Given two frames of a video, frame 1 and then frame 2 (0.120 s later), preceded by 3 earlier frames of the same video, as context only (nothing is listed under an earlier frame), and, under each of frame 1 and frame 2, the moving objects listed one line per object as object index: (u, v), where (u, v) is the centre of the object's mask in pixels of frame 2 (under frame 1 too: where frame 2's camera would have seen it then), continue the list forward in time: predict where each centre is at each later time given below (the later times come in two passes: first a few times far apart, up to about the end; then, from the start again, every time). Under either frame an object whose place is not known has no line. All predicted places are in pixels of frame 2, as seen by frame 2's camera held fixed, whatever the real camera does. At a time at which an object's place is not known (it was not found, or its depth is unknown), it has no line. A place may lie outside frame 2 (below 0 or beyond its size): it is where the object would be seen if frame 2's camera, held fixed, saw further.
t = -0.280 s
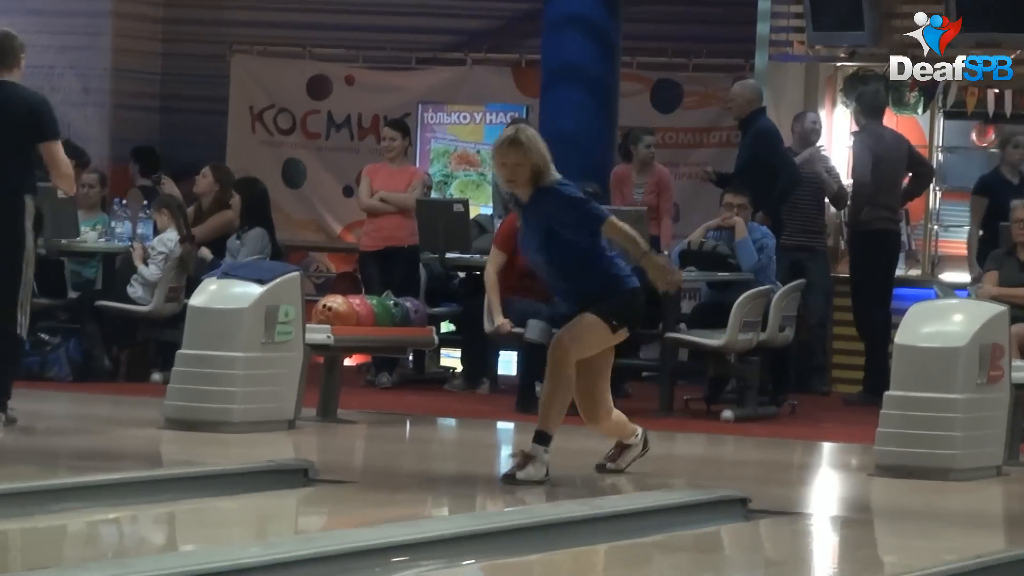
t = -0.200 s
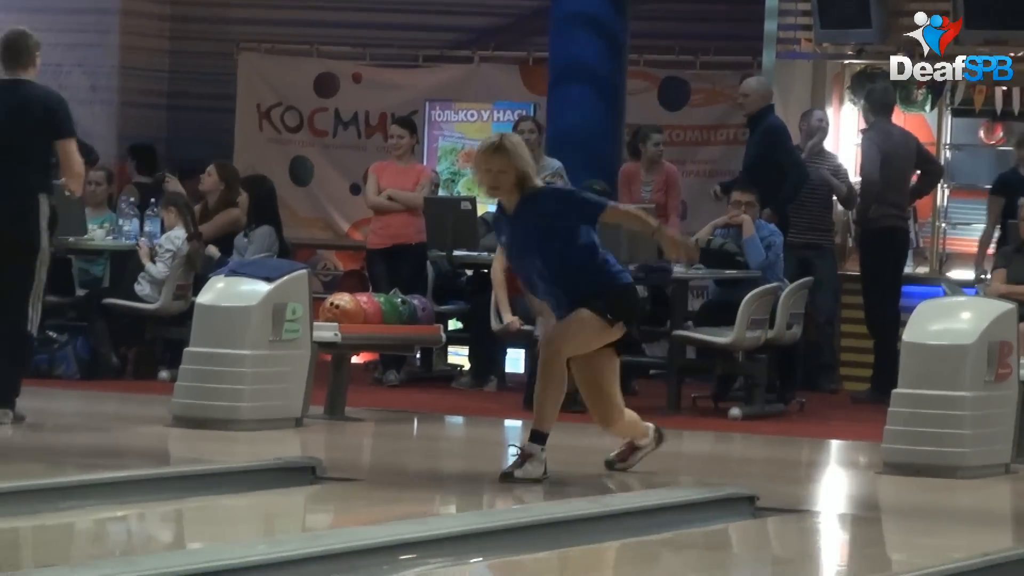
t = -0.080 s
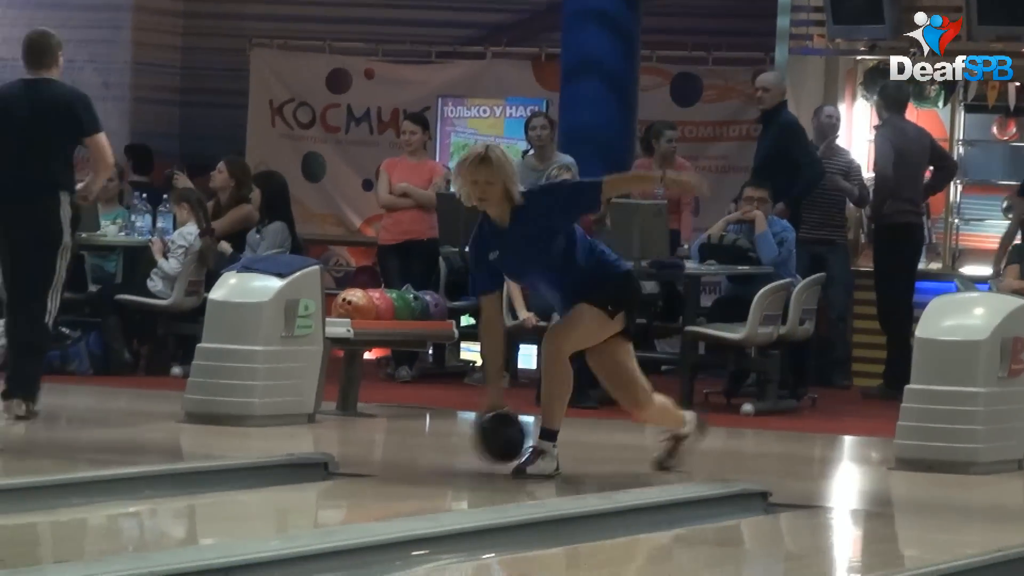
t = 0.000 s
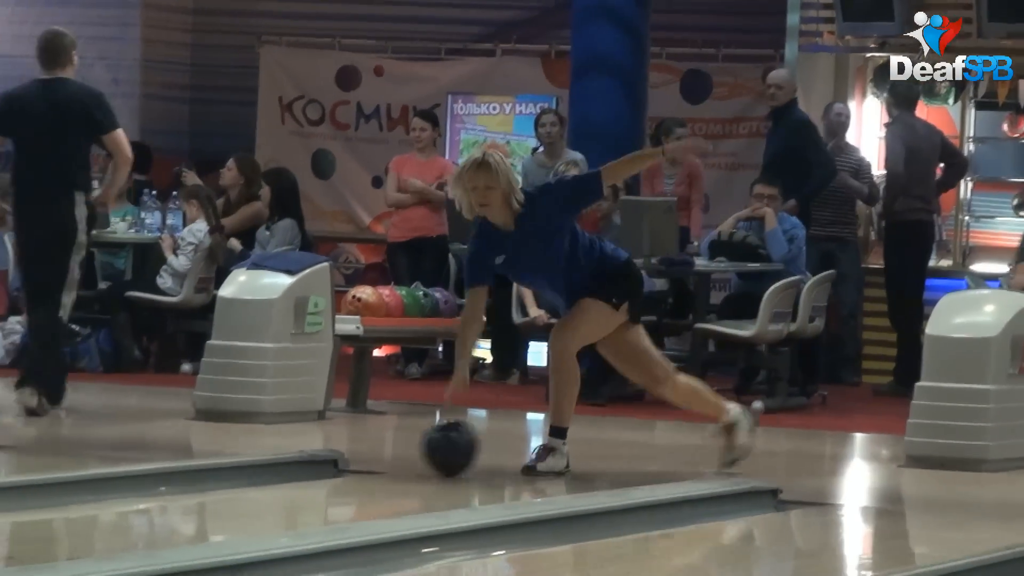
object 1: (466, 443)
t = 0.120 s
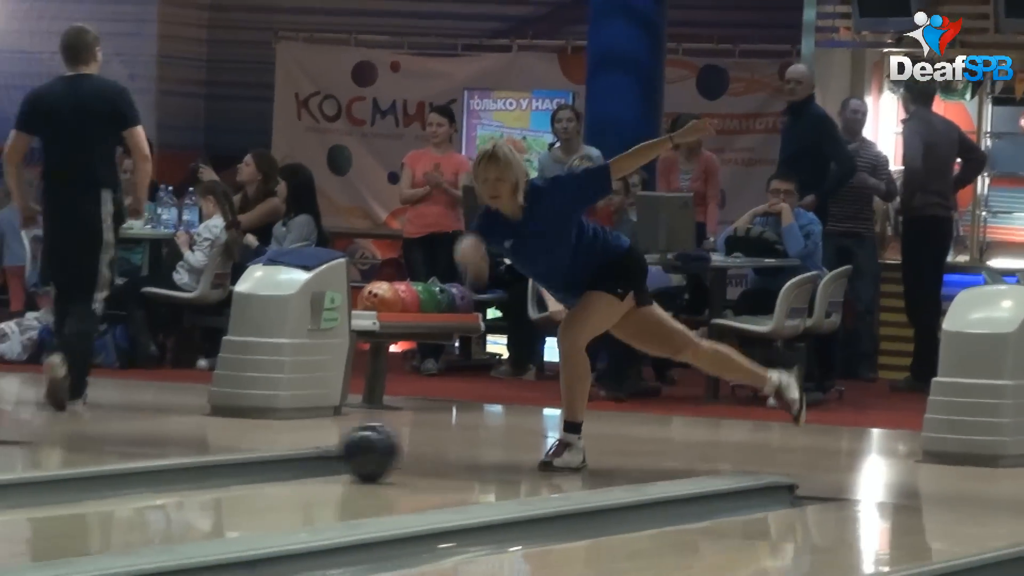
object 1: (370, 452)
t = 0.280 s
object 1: (226, 465)
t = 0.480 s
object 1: (14, 485)
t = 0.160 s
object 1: (336, 454)
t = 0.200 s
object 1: (301, 458)
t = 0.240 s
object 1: (264, 461)
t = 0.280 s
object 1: (226, 465)
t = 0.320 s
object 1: (188, 468)
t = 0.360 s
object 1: (148, 472)
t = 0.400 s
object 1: (105, 476)
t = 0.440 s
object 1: (61, 481)
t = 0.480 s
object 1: (14, 485)
